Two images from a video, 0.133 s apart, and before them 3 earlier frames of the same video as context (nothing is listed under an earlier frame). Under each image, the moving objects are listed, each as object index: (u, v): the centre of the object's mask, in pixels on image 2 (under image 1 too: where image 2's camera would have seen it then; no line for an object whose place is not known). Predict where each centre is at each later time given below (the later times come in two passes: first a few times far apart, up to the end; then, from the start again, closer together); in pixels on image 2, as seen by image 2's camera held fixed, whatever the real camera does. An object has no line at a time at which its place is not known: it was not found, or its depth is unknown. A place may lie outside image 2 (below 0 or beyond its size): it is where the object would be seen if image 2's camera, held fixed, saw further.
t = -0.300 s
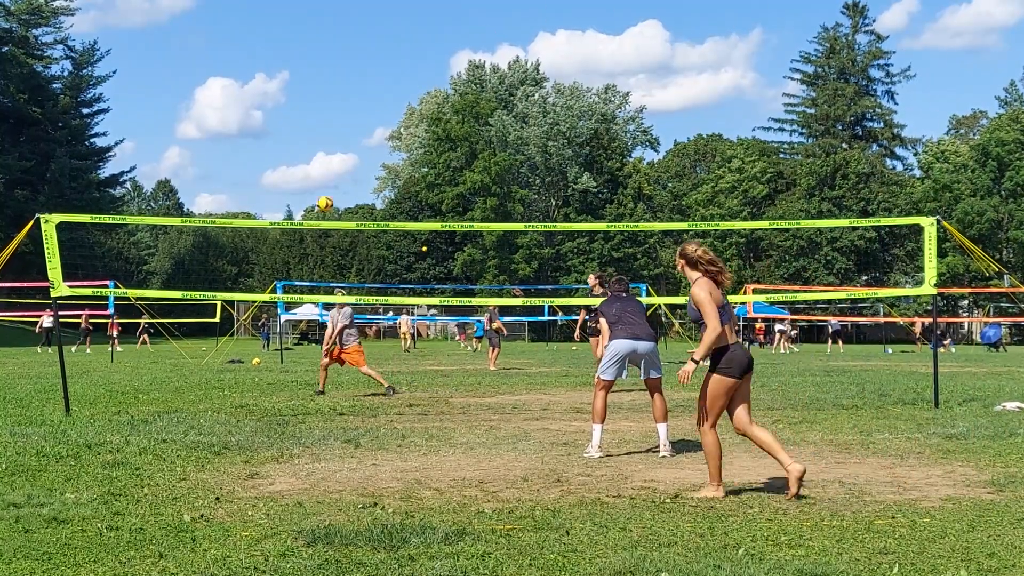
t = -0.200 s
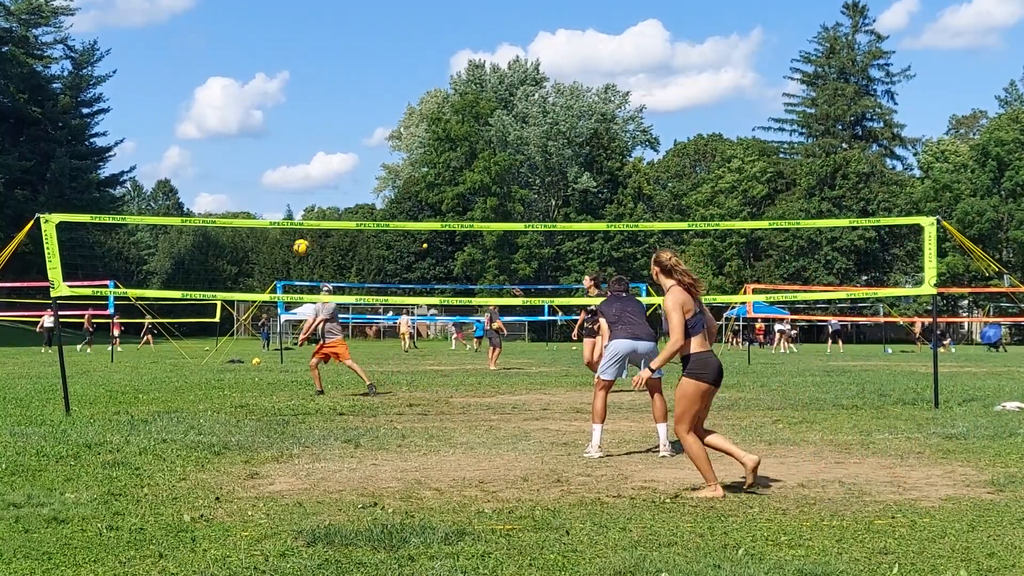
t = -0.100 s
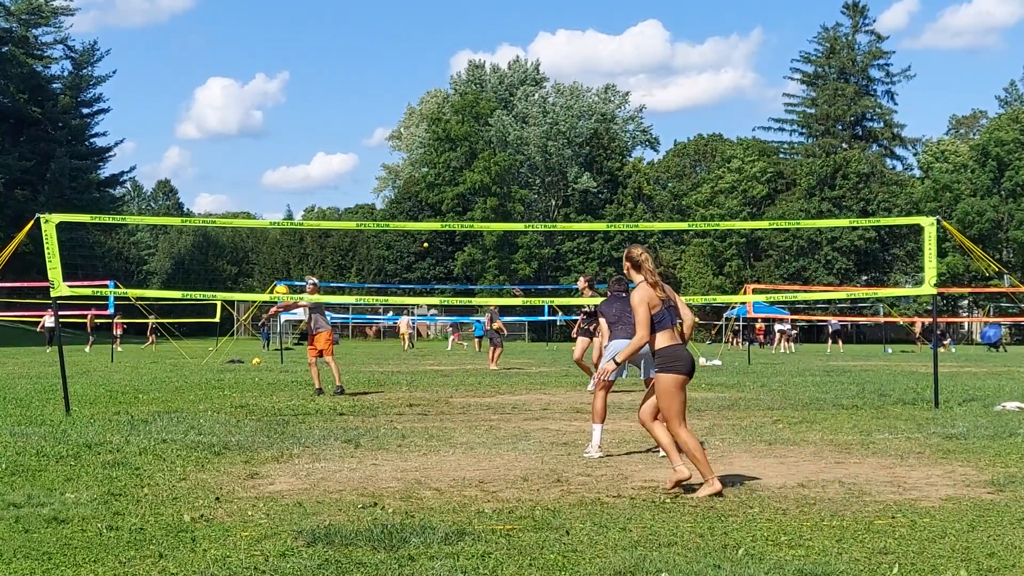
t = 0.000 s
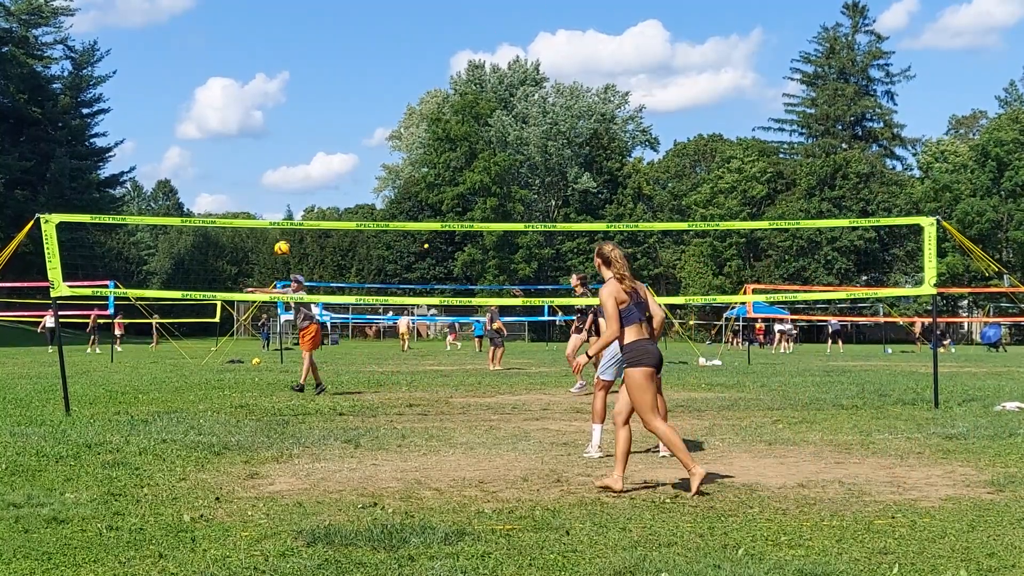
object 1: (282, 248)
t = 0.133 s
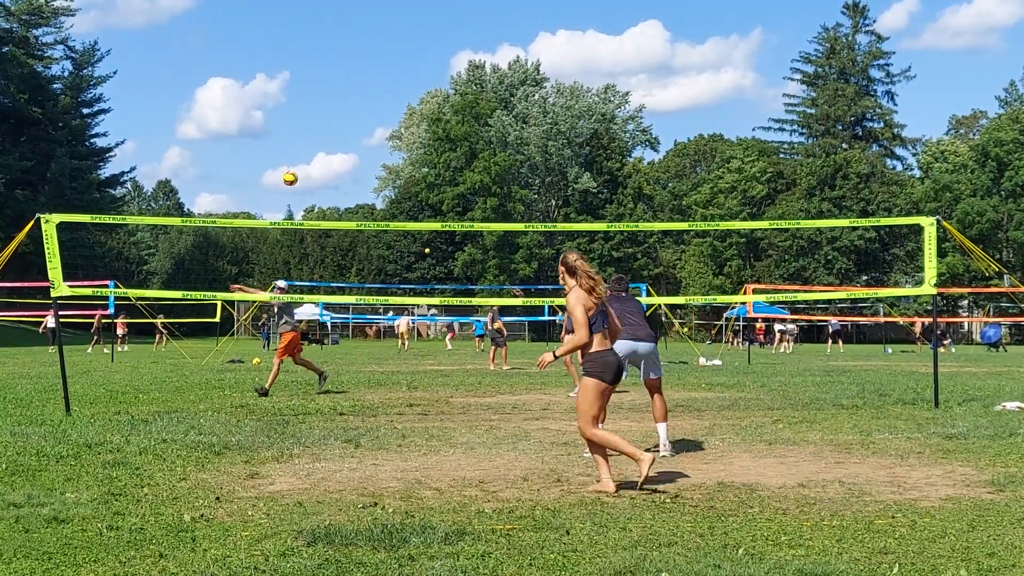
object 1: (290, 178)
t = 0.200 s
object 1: (294, 147)
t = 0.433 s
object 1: (309, 63)
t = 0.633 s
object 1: (322, 22)
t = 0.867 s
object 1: (341, 9)
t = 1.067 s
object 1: (357, 29)
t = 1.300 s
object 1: (376, 90)
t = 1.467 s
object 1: (391, 156)
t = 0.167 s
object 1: (292, 162)
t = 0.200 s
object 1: (294, 147)
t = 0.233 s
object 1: (296, 133)
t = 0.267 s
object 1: (298, 120)
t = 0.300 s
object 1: (300, 107)
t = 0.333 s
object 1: (302, 95)
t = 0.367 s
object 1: (304, 84)
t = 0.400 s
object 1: (306, 73)
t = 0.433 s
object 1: (309, 63)
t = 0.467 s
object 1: (311, 55)
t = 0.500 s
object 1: (313, 46)
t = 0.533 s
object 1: (316, 39)
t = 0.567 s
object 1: (317, 32)
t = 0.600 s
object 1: (320, 27)
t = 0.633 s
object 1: (322, 22)
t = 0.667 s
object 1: (325, 17)
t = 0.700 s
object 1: (327, 14)
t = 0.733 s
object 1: (330, 12)
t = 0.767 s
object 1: (333, 10)
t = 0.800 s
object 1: (335, 9)
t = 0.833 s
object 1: (338, 8)
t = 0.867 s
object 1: (341, 9)
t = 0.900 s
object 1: (343, 10)
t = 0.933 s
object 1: (346, 12)
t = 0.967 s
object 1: (349, 16)
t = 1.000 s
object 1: (351, 19)
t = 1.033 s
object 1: (354, 24)
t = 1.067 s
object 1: (357, 29)
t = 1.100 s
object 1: (360, 35)
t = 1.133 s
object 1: (362, 42)
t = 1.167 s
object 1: (365, 51)
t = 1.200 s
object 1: (368, 59)
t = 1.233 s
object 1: (371, 69)
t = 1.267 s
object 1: (374, 79)
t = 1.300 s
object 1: (376, 90)
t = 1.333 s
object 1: (379, 101)
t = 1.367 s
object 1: (382, 114)
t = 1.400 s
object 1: (385, 128)
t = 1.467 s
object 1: (391, 156)
